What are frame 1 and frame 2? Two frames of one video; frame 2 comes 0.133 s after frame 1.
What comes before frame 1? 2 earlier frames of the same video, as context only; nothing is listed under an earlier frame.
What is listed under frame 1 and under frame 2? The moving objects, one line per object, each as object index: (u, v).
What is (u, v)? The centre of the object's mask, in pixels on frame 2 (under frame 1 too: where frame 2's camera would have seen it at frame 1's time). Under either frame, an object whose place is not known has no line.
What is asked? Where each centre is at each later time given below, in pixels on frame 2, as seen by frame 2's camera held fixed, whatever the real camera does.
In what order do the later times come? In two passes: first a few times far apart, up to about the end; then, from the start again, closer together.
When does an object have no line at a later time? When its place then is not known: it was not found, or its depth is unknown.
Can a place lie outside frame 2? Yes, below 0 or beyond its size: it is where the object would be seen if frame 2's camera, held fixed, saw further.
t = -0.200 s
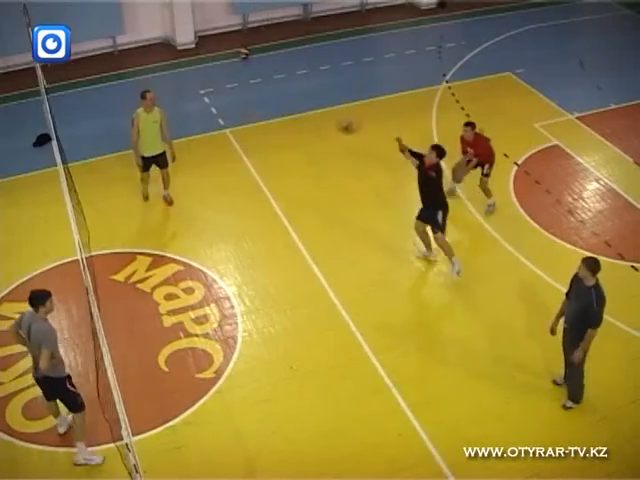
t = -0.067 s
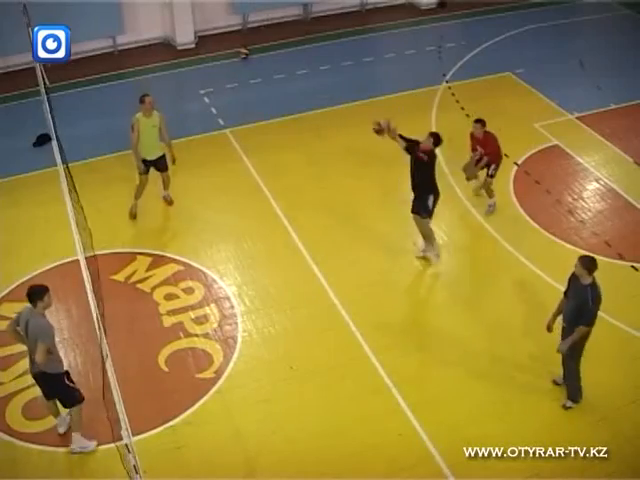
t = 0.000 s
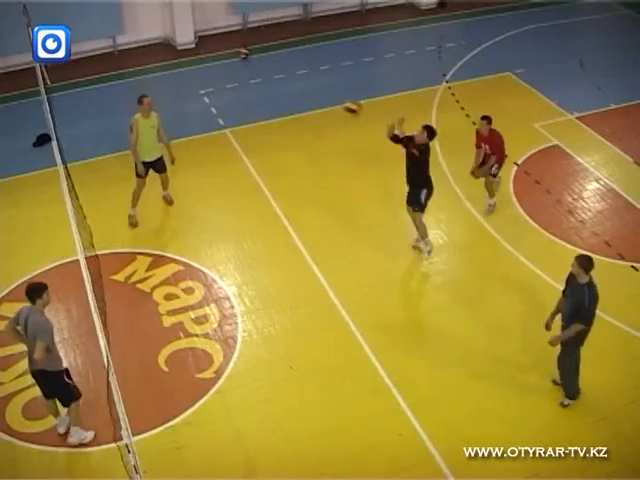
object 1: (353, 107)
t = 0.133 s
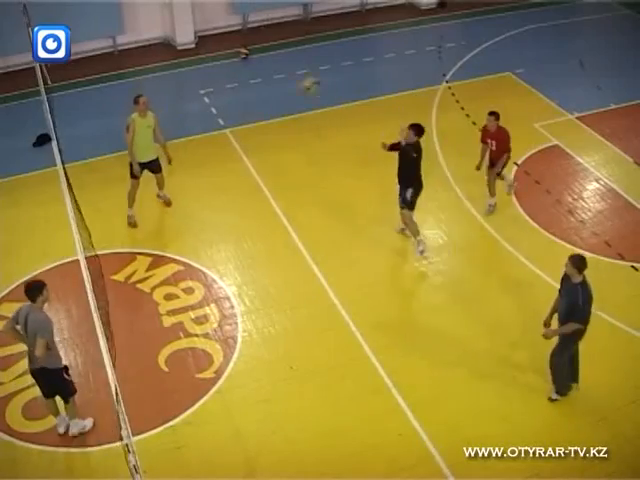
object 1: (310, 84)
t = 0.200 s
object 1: (281, 76)
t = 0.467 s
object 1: (192, 87)
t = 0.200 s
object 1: (281, 76)
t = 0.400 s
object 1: (216, 77)
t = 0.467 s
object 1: (192, 87)
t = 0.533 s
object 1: (181, 93)
